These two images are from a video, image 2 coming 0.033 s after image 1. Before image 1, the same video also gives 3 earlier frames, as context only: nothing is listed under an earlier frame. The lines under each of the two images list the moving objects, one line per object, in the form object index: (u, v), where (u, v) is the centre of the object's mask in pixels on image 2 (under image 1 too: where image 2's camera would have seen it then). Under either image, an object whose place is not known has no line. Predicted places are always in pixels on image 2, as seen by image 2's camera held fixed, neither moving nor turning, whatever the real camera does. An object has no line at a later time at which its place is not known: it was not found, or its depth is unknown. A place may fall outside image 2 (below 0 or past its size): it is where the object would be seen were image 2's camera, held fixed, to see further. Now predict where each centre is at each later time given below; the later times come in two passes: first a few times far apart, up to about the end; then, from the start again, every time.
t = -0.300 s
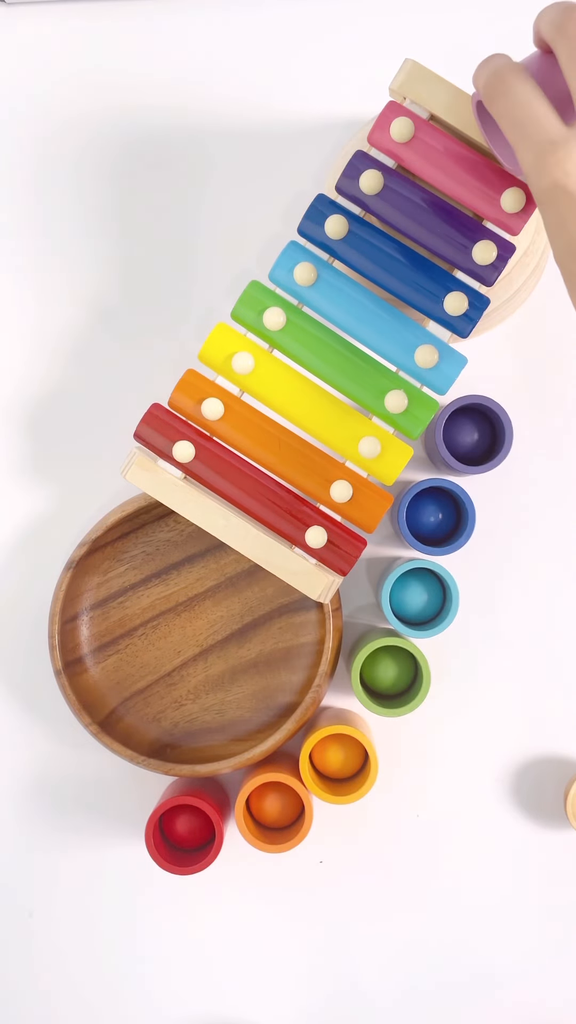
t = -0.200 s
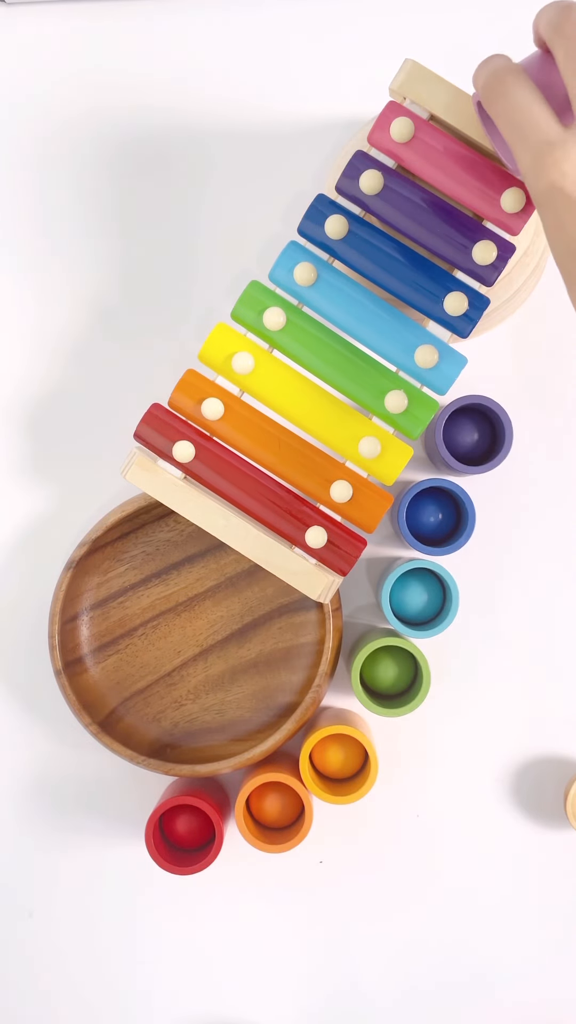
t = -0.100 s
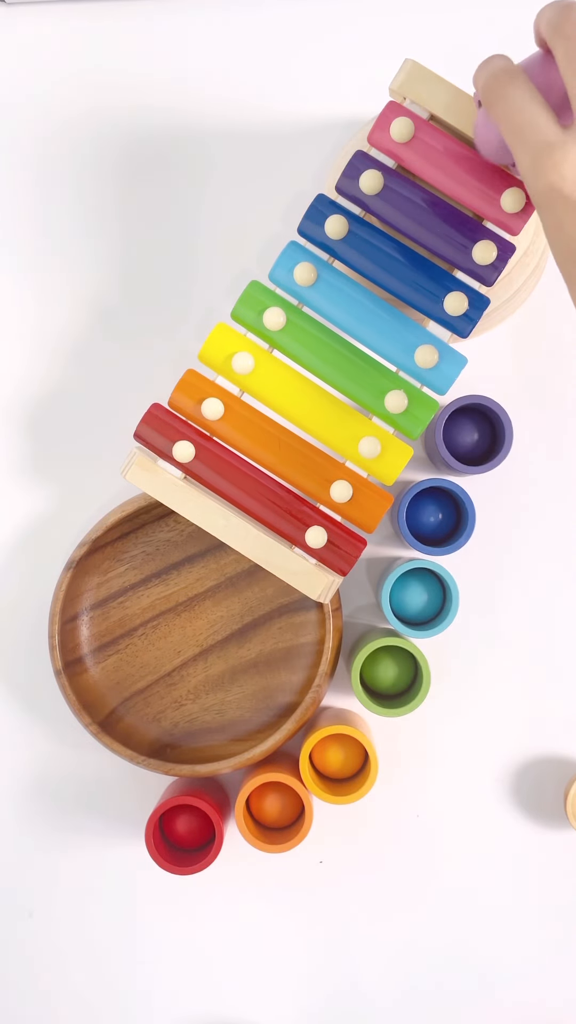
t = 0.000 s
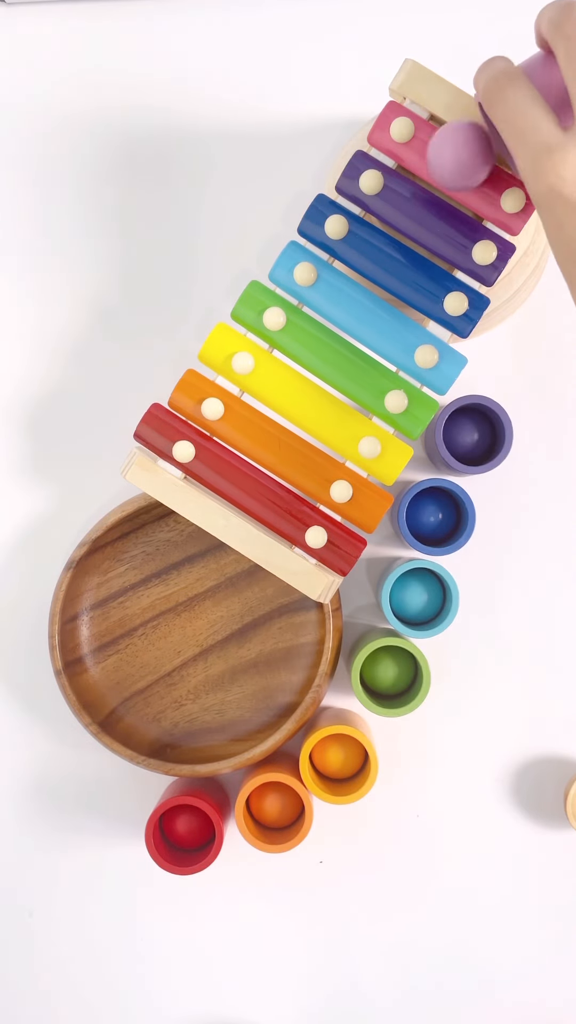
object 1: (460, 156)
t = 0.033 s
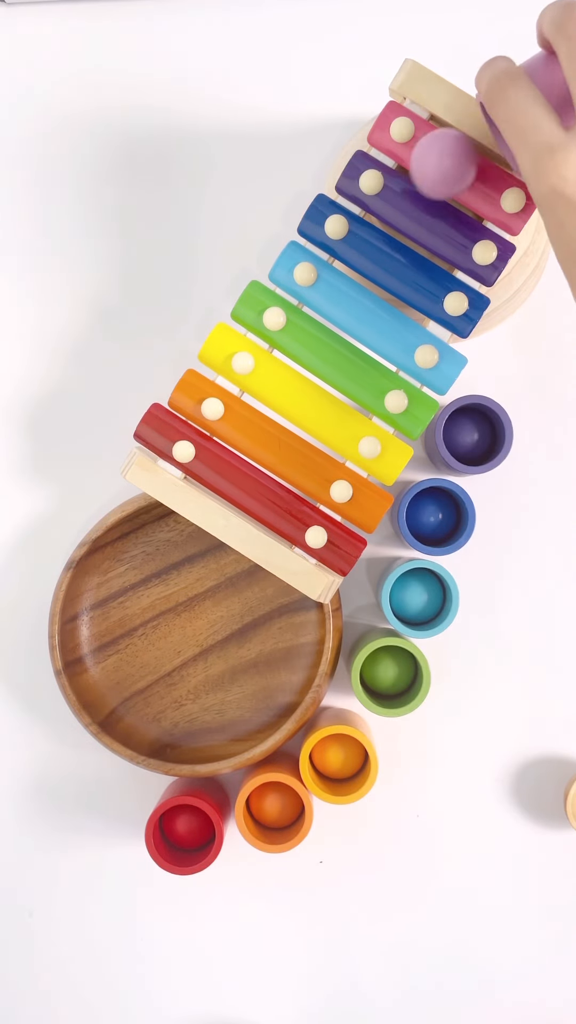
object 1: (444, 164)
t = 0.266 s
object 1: (351, 254)
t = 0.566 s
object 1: (270, 385)
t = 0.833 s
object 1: (207, 506)
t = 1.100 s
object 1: (164, 675)
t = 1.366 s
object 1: (197, 663)
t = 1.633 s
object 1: (231, 563)
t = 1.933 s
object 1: (203, 575)
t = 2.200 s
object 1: (152, 676)
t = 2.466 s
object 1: (160, 695)
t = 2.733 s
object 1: (209, 602)
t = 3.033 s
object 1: (222, 552)
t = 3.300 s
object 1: (187, 613)
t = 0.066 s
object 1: (424, 178)
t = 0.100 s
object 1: (407, 184)
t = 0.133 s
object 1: (391, 192)
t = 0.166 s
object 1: (380, 207)
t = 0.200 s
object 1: (370, 223)
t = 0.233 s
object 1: (361, 237)
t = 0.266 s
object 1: (351, 254)
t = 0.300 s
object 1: (340, 270)
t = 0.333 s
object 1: (330, 282)
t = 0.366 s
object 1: (320, 296)
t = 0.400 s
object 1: (308, 313)
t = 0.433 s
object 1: (299, 325)
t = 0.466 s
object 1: (292, 339)
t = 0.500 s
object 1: (283, 356)
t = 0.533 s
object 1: (276, 371)
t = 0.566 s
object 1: (270, 385)
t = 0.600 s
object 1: (262, 402)
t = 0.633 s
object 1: (254, 417)
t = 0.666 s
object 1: (247, 430)
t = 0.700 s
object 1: (239, 443)
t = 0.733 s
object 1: (230, 460)
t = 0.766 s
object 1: (223, 472)
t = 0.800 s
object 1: (215, 487)
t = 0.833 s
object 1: (207, 506)
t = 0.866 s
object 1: (199, 526)
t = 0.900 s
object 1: (190, 546)
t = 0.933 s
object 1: (185, 564)
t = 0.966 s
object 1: (183, 581)
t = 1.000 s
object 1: (179, 600)
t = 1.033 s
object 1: (171, 627)
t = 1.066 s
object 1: (166, 653)
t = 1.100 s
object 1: (164, 675)
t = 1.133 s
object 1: (163, 694)
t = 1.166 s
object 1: (159, 713)
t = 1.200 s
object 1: (158, 727)
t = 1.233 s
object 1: (167, 716)
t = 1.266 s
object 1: (176, 703)
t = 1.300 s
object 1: (184, 689)
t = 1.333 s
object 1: (191, 677)
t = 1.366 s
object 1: (197, 663)
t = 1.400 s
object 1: (202, 649)
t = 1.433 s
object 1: (208, 634)
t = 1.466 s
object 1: (214, 619)
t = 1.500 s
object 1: (220, 604)
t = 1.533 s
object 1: (225, 590)
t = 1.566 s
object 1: (229, 577)
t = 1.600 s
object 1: (231, 570)
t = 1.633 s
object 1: (231, 563)
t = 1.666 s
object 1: (231, 558)
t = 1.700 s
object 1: (228, 553)
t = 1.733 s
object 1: (226, 551)
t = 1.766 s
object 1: (222, 550)
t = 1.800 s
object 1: (219, 550)
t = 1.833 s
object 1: (216, 552)
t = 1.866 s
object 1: (213, 557)
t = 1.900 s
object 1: (209, 563)
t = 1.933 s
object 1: (203, 575)
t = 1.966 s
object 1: (196, 587)
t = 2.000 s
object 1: (188, 599)
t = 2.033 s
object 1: (181, 613)
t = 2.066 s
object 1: (174, 627)
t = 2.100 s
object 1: (167, 640)
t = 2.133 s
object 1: (161, 654)
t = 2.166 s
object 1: (156, 666)
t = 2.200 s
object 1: (152, 676)
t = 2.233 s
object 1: (150, 686)
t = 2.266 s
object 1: (149, 695)
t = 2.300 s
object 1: (148, 701)
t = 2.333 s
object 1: (148, 706)
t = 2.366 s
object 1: (150, 707)
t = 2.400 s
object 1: (152, 706)
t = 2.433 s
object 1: (156, 701)
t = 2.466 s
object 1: (160, 695)
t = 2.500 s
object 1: (165, 686)
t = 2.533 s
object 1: (171, 676)
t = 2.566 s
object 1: (177, 666)
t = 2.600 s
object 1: (183, 654)
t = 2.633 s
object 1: (189, 641)
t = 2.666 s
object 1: (196, 628)
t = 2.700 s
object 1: (202, 615)
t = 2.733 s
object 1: (209, 602)
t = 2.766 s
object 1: (215, 589)
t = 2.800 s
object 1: (220, 578)
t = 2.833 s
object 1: (224, 569)
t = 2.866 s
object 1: (226, 564)
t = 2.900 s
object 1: (226, 559)
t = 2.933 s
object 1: (226, 556)
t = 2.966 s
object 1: (225, 553)
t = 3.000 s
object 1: (224, 552)
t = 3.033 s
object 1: (222, 552)
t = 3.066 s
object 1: (220, 554)
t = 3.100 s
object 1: (218, 557)
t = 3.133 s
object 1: (215, 561)
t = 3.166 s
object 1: (212, 567)
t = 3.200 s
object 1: (205, 577)
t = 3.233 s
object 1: (199, 588)
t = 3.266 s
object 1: (193, 600)
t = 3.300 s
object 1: (187, 613)
